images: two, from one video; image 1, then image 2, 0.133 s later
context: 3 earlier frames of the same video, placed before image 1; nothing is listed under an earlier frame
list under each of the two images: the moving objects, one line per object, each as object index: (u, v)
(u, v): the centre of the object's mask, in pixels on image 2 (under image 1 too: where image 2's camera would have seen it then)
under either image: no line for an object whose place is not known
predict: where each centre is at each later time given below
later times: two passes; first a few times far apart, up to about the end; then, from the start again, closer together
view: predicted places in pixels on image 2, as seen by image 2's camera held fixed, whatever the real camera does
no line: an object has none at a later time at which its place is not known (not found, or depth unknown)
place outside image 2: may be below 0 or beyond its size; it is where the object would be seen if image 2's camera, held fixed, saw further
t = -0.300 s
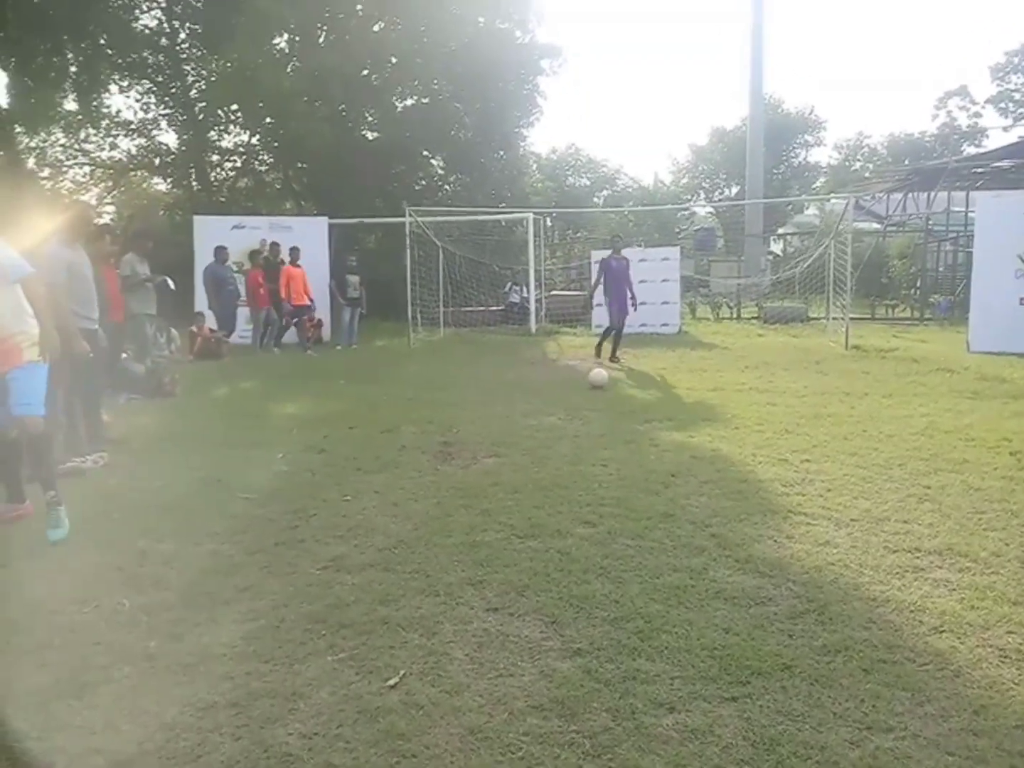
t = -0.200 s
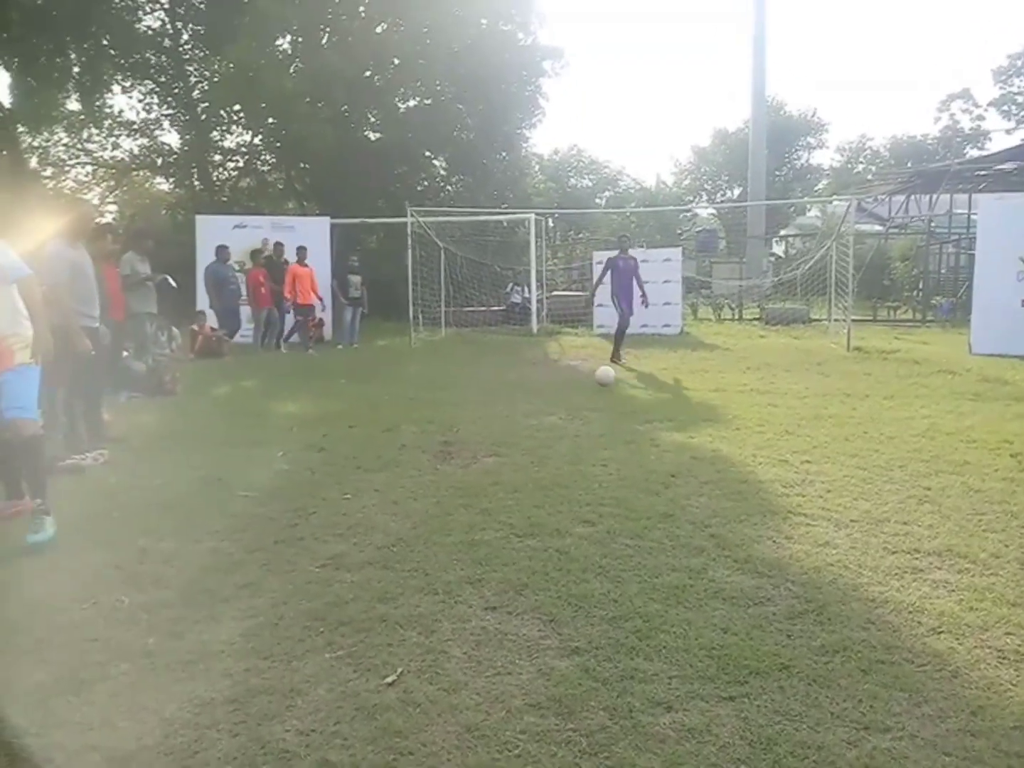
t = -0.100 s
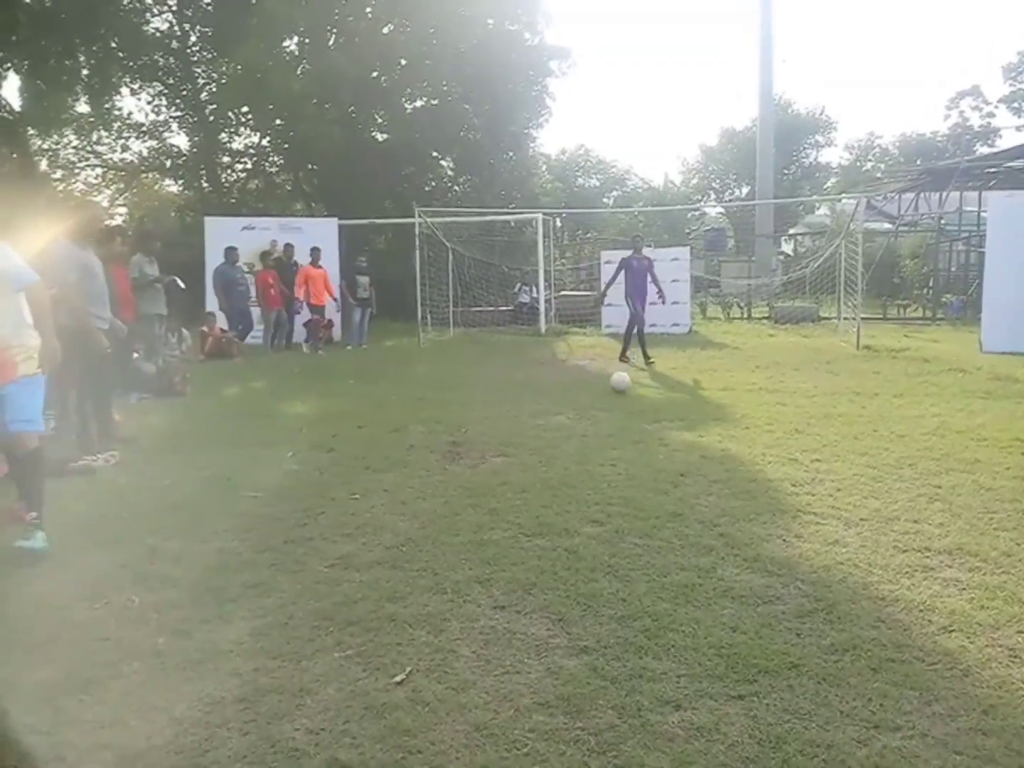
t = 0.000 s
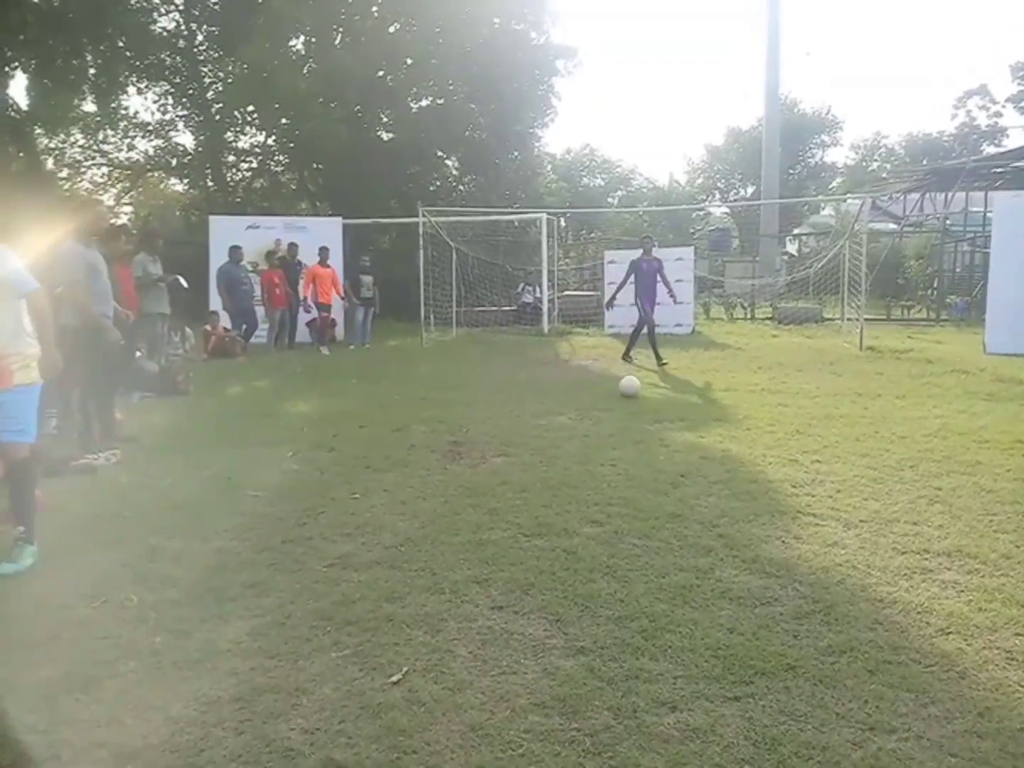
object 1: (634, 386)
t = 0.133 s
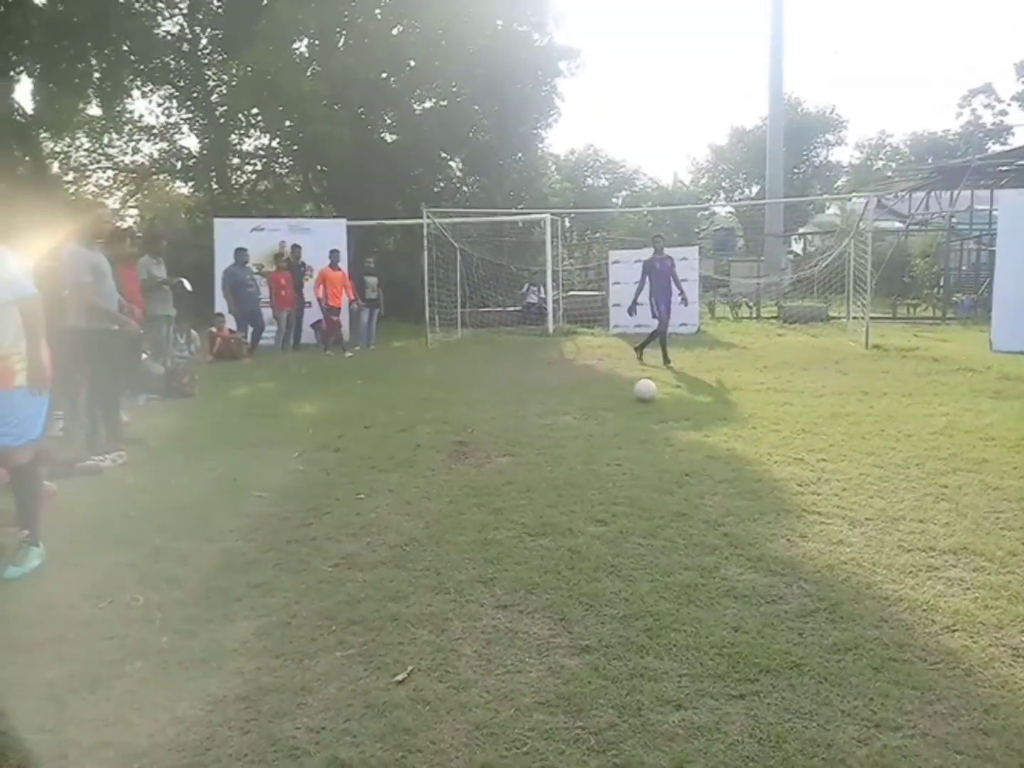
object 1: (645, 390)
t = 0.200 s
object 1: (652, 393)
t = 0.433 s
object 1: (673, 401)
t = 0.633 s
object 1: (692, 408)
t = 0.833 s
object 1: (713, 416)
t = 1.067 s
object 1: (739, 426)
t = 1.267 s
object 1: (763, 435)
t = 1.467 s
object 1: (789, 446)
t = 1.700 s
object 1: (824, 458)
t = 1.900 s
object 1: (858, 471)
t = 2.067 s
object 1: (890, 481)
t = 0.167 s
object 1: (648, 392)
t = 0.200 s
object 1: (652, 393)
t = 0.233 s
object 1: (654, 394)
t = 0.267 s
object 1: (657, 395)
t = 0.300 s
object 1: (661, 396)
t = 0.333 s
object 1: (663, 398)
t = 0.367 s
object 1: (666, 398)
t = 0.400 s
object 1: (670, 400)
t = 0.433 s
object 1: (673, 401)
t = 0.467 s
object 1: (676, 402)
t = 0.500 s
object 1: (679, 402)
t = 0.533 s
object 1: (682, 404)
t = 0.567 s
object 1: (686, 406)
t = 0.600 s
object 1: (689, 407)
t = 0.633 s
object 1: (692, 408)
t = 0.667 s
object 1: (695, 410)
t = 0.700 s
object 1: (699, 411)
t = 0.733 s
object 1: (702, 412)
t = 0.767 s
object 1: (706, 414)
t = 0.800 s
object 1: (709, 416)
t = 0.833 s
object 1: (713, 416)
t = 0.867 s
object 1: (716, 418)
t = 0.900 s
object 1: (720, 419)
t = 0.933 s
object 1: (724, 421)
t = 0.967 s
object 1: (727, 422)
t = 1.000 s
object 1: (731, 423)
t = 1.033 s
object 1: (735, 425)
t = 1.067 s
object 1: (739, 426)
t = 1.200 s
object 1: (755, 431)
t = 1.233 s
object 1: (760, 432)
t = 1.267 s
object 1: (763, 435)
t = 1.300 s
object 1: (768, 436)
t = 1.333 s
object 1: (771, 434)
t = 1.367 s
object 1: (775, 435)
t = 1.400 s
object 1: (780, 437)
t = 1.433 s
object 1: (785, 441)
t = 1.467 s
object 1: (789, 446)
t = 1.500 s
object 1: (793, 446)
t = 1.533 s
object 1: (798, 449)
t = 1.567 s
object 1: (803, 451)
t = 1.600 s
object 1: (807, 453)
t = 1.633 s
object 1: (812, 455)
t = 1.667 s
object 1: (818, 457)
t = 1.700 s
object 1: (824, 458)
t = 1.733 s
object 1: (830, 461)
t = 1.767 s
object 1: (835, 462)
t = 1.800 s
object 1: (840, 466)
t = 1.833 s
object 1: (846, 466)
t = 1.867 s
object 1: (852, 469)
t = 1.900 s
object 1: (858, 471)
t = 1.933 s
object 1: (864, 473)
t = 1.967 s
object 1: (871, 475)
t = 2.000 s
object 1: (877, 477)
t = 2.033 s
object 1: (884, 480)
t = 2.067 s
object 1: (890, 481)
